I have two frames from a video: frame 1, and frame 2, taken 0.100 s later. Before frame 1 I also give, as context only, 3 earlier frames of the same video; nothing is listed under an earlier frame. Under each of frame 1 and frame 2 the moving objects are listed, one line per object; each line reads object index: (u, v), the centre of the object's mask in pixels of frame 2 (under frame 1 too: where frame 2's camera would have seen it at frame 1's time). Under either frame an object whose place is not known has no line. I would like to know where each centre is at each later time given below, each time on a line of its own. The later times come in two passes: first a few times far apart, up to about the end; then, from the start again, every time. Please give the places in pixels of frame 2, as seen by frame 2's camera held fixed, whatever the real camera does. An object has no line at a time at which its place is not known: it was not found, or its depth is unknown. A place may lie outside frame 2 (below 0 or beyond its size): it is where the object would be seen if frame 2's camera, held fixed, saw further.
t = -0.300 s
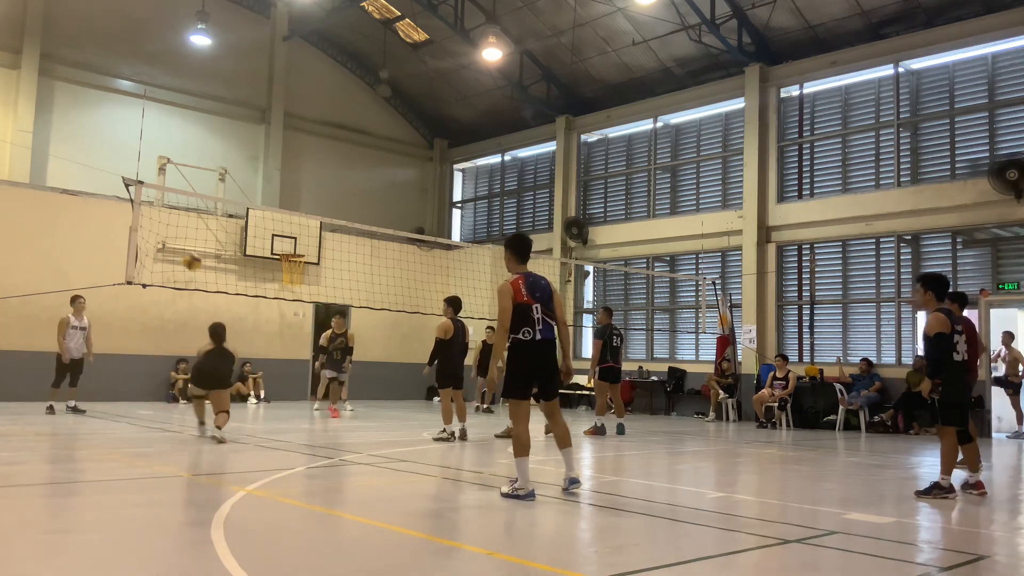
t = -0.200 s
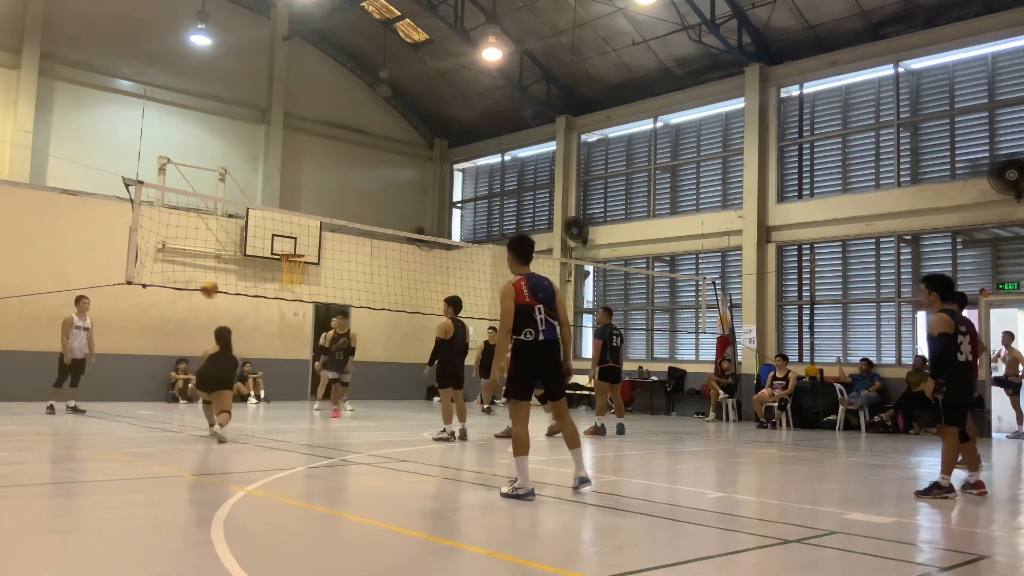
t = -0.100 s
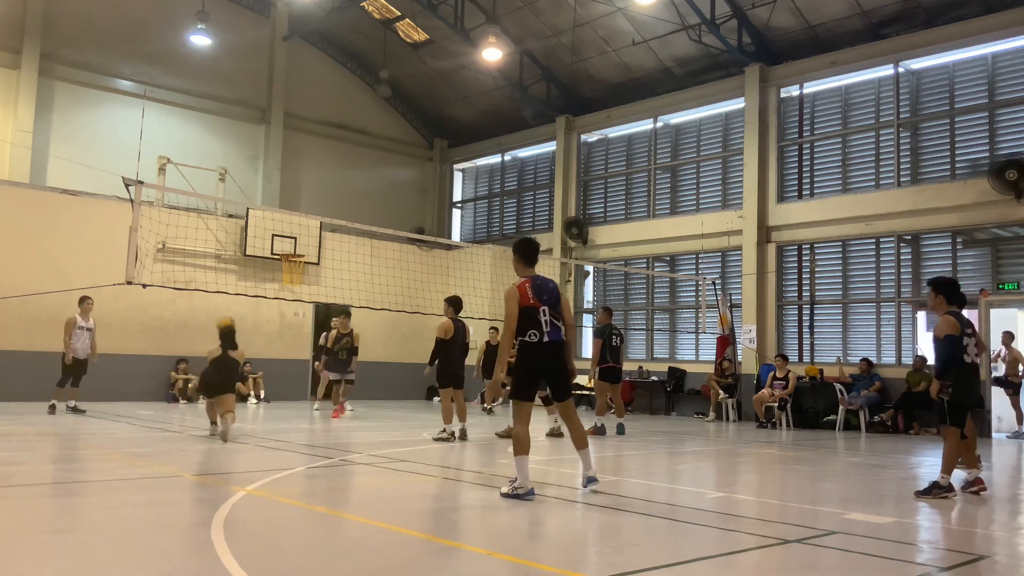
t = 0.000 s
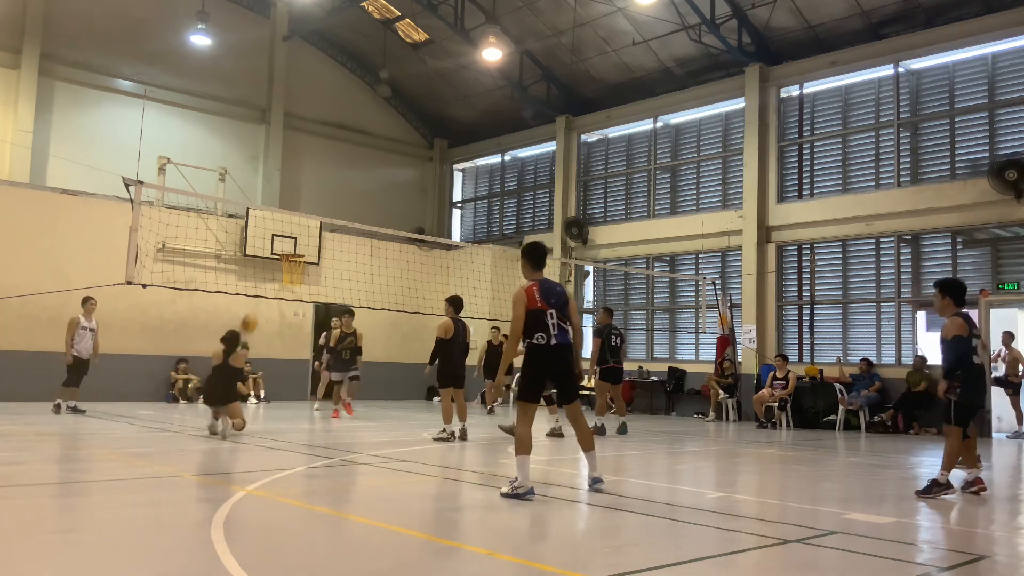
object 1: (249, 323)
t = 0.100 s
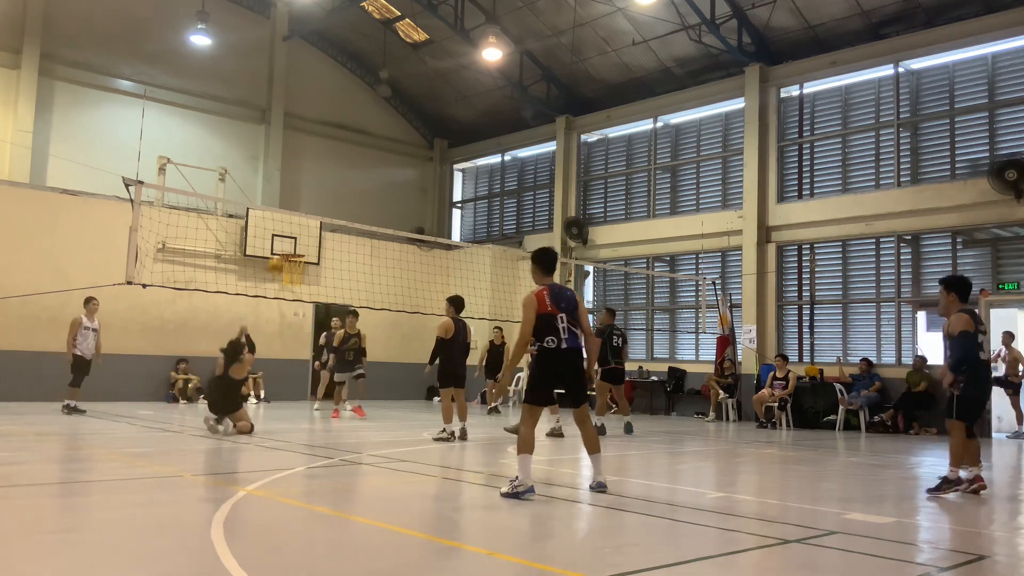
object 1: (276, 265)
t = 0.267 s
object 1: (315, 194)
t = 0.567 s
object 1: (379, 129)
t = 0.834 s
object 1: (428, 128)
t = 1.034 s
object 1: (460, 157)
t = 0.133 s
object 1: (283, 250)
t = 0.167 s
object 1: (292, 235)
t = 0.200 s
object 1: (300, 222)
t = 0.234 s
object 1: (308, 206)
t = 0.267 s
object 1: (315, 194)
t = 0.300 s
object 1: (324, 183)
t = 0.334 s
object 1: (330, 173)
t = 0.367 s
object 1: (337, 164)
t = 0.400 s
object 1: (344, 155)
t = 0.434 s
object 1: (352, 149)
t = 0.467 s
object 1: (359, 142)
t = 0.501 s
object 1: (366, 137)
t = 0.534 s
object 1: (372, 133)
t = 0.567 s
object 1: (379, 129)
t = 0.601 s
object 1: (385, 126)
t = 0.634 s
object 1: (391, 123)
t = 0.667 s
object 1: (398, 121)
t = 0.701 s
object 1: (405, 121)
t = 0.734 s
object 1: (411, 121)
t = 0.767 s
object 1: (417, 122)
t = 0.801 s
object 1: (422, 124)
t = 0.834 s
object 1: (428, 128)
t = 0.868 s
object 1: (433, 130)
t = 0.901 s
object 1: (439, 134)
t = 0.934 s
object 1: (444, 139)
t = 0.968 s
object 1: (450, 144)
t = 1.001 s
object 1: (455, 150)
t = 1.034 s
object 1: (460, 157)
